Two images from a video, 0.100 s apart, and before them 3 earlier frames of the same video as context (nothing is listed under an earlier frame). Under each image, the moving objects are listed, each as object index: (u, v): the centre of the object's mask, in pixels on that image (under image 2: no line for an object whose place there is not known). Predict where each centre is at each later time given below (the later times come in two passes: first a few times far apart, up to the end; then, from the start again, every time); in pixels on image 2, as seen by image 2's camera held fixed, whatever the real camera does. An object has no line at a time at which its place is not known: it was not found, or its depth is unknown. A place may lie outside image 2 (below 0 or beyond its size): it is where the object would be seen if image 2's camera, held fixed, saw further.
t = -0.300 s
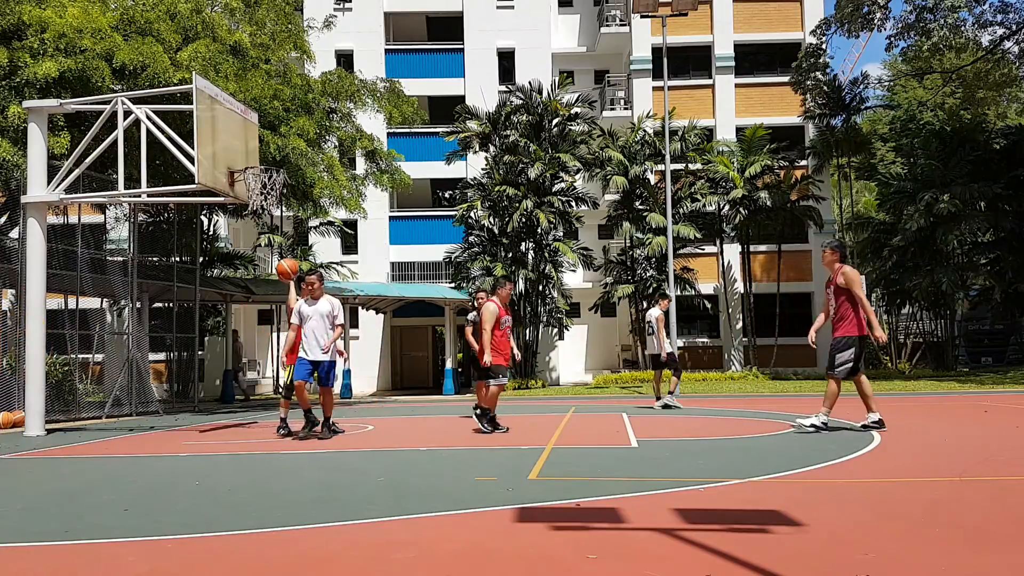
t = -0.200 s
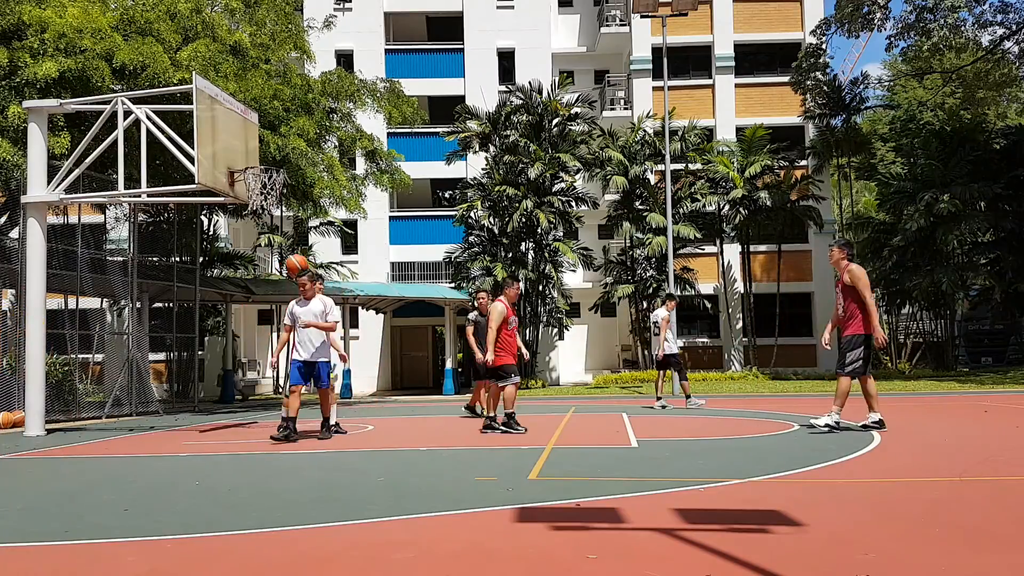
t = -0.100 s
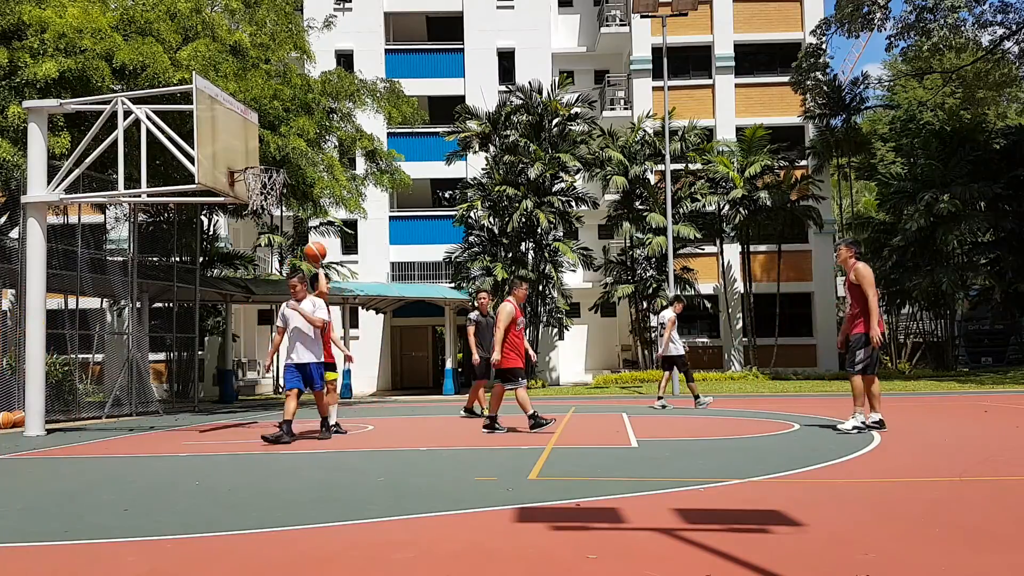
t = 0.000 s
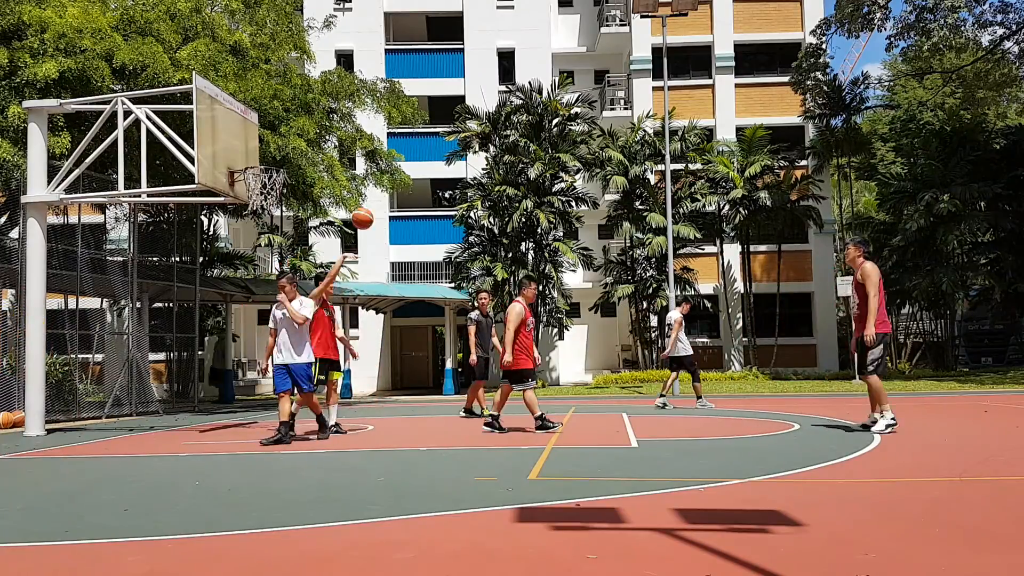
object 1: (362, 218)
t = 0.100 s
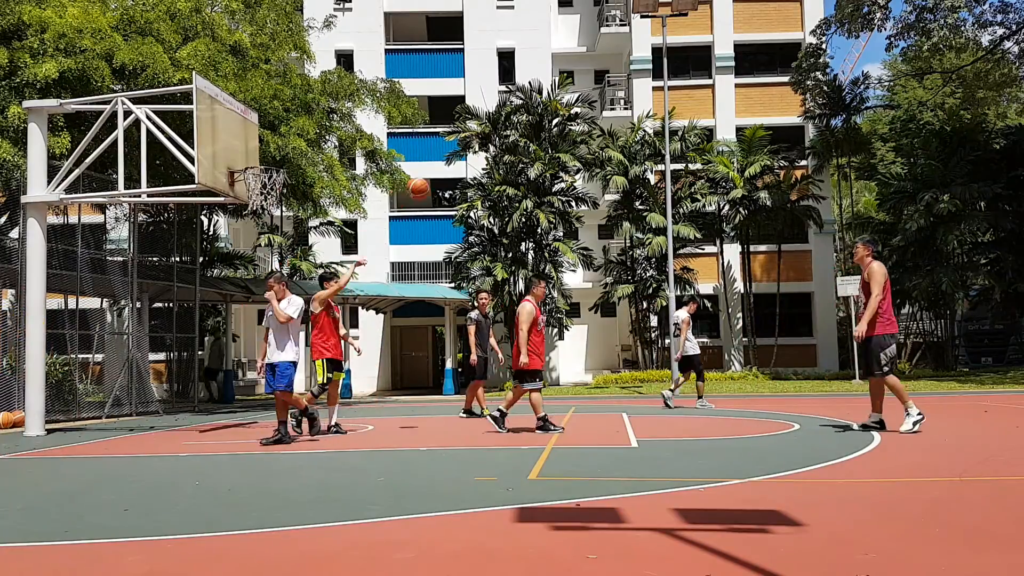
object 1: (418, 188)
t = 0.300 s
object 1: (528, 155)
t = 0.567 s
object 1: (682, 164)
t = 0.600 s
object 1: (701, 169)
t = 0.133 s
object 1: (436, 179)
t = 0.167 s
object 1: (455, 173)
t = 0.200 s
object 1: (472, 166)
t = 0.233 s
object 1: (492, 162)
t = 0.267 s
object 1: (510, 158)
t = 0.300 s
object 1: (528, 155)
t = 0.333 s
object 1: (548, 152)
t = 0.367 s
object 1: (567, 151)
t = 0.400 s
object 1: (586, 151)
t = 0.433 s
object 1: (605, 151)
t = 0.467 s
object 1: (624, 153)
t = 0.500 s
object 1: (643, 155)
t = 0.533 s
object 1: (662, 159)
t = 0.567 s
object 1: (682, 164)
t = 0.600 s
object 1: (701, 169)
